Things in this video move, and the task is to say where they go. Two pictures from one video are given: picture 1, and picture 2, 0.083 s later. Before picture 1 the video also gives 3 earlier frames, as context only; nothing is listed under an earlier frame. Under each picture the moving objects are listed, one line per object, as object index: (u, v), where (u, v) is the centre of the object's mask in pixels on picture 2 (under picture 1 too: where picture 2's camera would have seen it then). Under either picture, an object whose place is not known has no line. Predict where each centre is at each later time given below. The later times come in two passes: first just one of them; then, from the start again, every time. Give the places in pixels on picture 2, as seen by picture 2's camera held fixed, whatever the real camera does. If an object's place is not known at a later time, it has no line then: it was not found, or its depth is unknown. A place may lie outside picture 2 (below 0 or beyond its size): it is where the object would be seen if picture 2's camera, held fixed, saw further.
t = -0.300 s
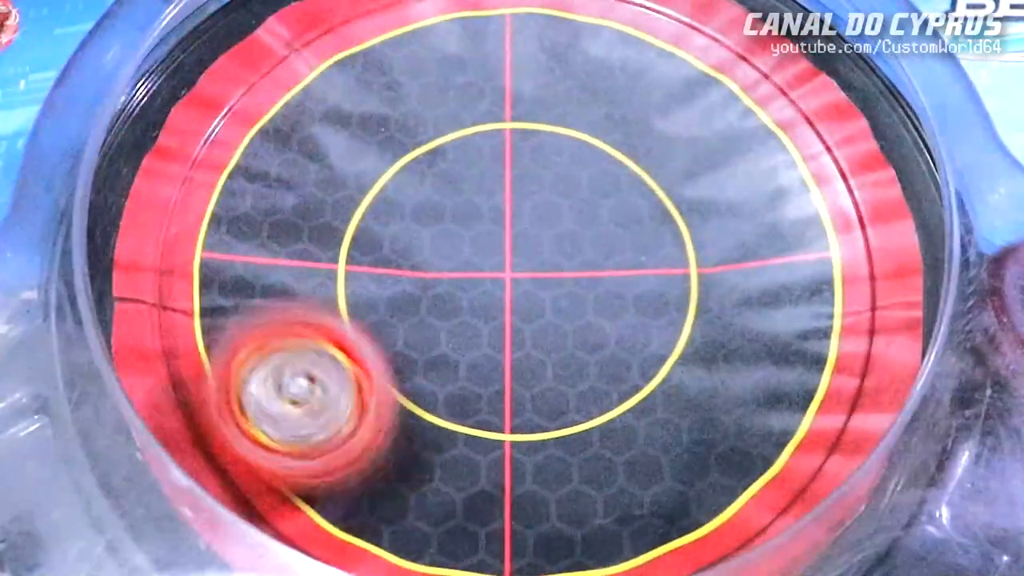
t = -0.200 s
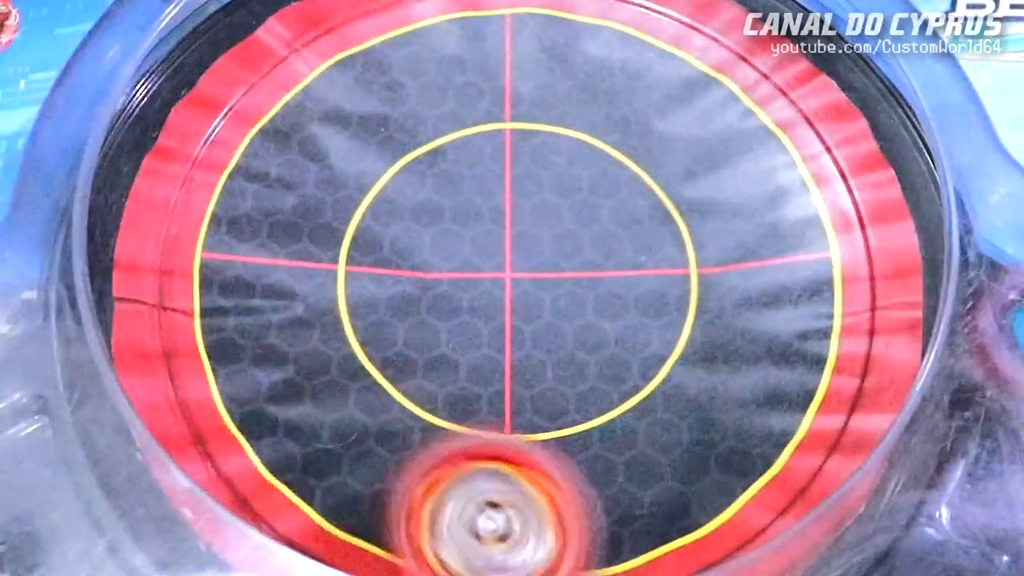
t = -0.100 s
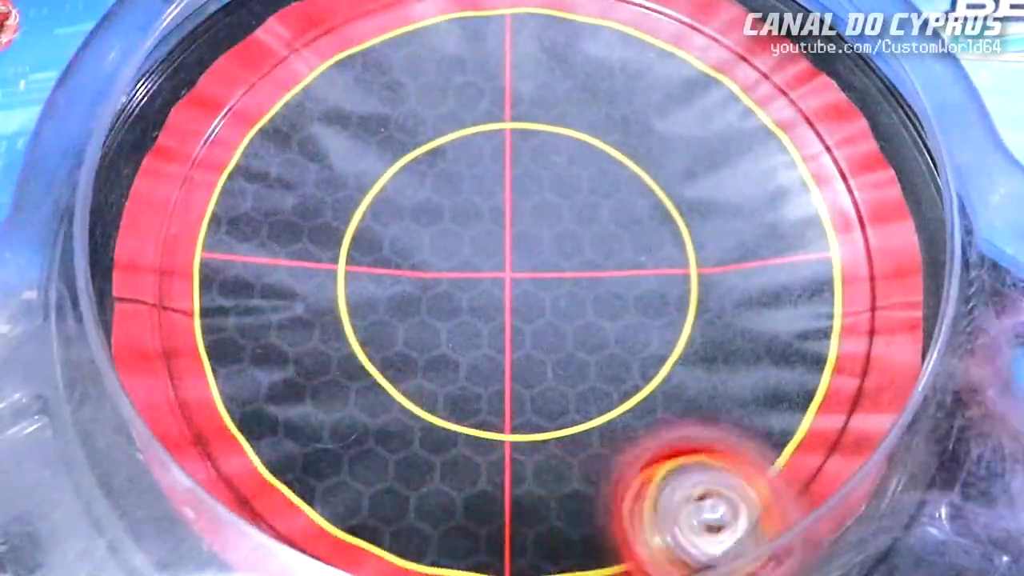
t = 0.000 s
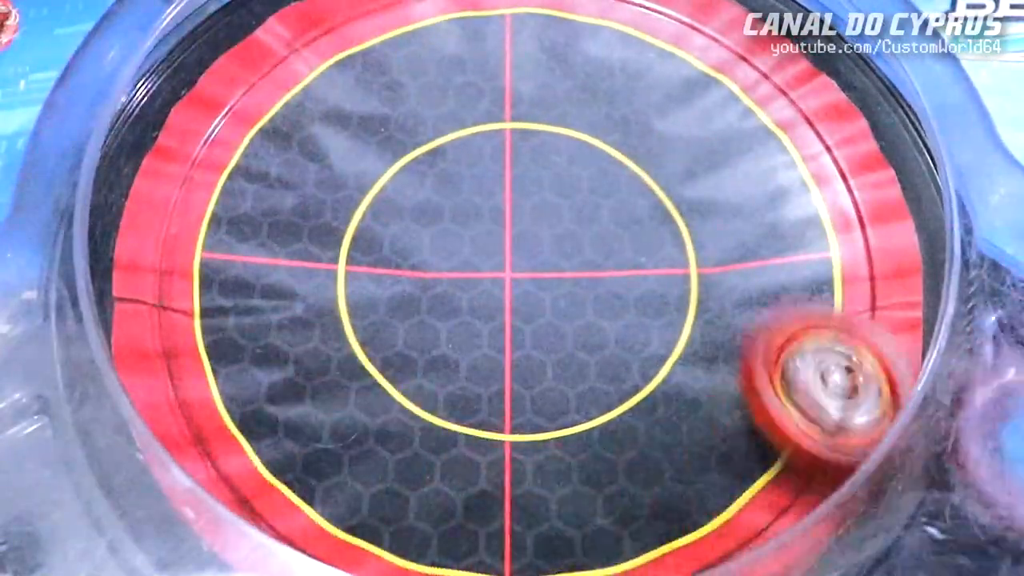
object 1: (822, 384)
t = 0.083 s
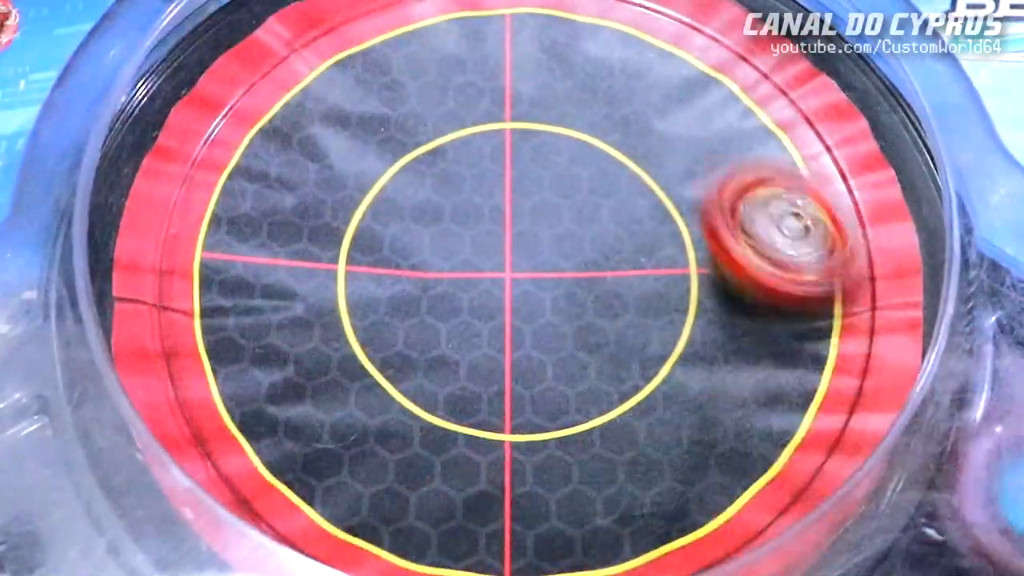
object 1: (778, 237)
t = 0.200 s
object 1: (646, 40)
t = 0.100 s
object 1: (762, 203)
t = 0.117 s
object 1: (746, 173)
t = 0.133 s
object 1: (728, 145)
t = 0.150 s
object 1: (709, 112)
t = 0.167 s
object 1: (688, 86)
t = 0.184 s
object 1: (665, 61)
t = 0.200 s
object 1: (646, 40)
